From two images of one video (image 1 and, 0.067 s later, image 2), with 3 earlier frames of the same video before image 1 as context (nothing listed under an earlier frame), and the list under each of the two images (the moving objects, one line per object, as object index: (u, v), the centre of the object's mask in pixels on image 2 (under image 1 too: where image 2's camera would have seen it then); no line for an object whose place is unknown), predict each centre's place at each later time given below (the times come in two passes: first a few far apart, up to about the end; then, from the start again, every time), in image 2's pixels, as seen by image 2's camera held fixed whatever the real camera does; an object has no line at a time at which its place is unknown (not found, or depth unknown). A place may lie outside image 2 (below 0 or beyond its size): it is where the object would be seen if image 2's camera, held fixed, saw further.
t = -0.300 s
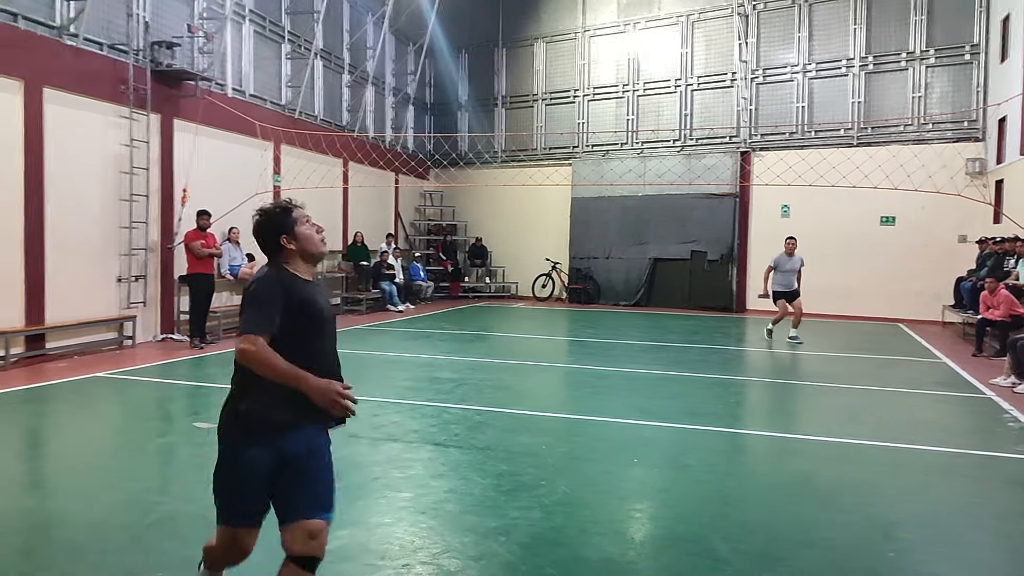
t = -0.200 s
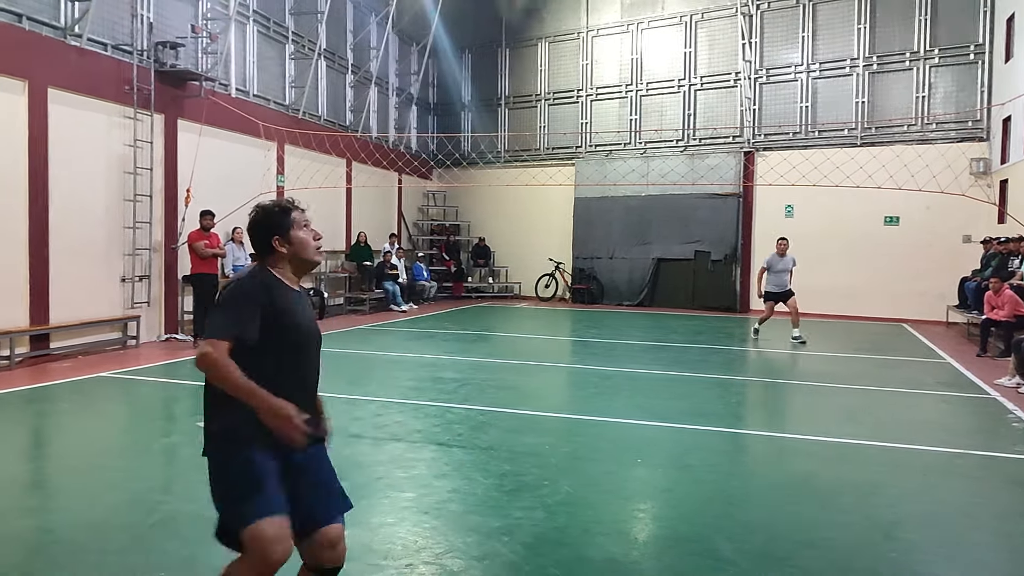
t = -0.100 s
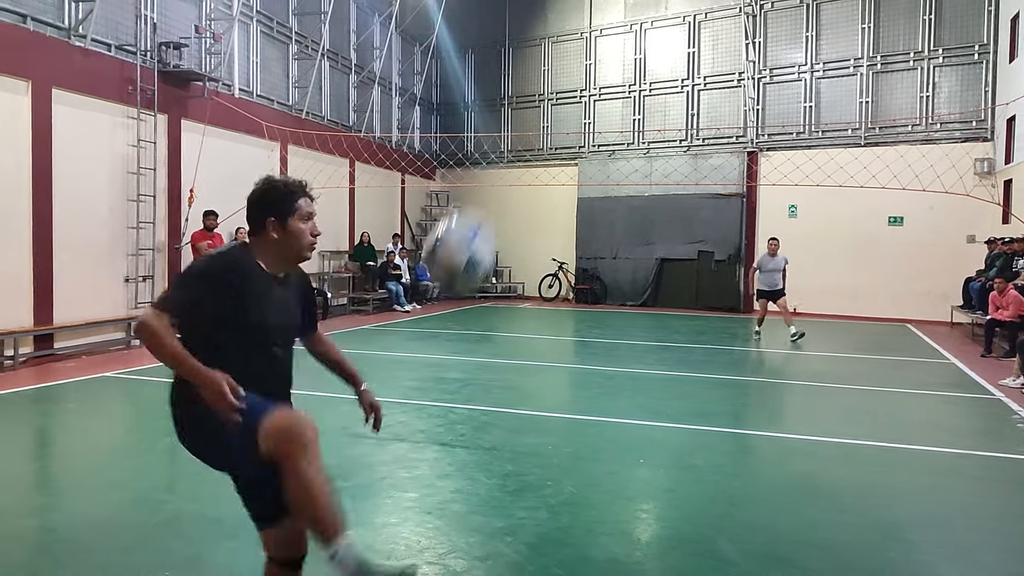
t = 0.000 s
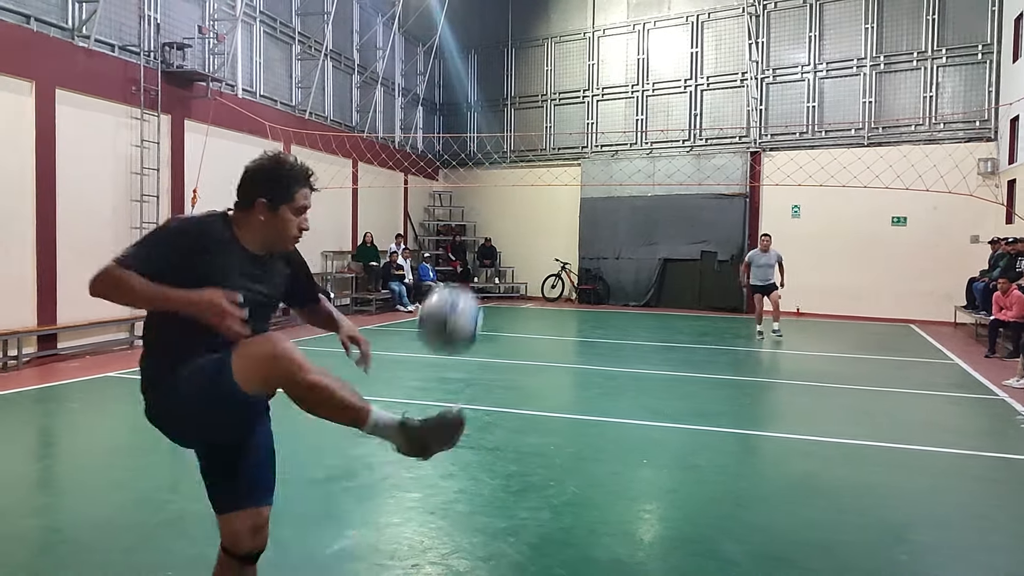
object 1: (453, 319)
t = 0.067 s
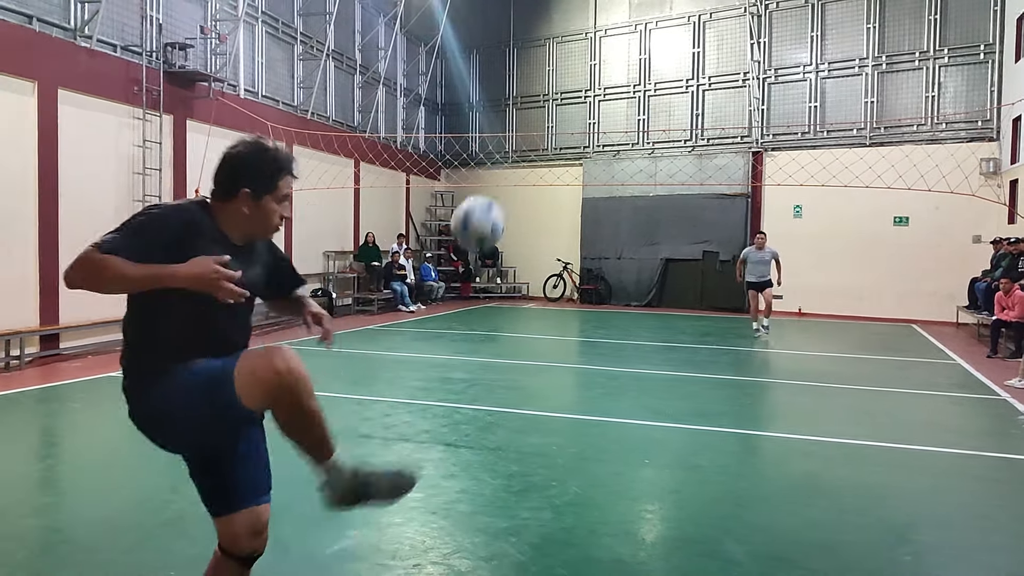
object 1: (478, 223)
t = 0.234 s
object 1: (516, 122)
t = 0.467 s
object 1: (543, 115)
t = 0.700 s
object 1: (557, 164)
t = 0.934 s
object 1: (548, 149)
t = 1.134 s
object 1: (522, 140)
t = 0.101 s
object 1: (488, 190)
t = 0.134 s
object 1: (497, 166)
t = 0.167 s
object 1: (504, 147)
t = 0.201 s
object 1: (510, 133)
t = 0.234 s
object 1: (516, 122)
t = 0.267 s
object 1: (521, 116)
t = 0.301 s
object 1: (525, 111)
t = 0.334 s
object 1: (530, 108)
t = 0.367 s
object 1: (533, 109)
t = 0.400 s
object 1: (536, 110)
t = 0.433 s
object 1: (540, 112)
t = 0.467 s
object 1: (543, 115)
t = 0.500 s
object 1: (545, 121)
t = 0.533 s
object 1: (547, 126)
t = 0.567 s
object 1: (549, 132)
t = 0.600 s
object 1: (552, 140)
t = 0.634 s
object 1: (553, 147)
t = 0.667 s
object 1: (555, 156)
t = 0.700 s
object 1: (557, 164)
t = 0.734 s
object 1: (559, 174)
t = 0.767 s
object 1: (560, 181)
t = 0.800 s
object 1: (561, 175)
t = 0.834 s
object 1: (560, 166)
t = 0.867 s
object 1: (557, 160)
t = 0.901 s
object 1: (553, 154)
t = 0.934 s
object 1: (548, 149)
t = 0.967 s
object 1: (544, 145)
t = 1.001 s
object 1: (540, 143)
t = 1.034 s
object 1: (535, 140)
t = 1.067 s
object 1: (531, 139)
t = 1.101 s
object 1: (527, 139)
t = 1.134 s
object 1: (522, 140)
